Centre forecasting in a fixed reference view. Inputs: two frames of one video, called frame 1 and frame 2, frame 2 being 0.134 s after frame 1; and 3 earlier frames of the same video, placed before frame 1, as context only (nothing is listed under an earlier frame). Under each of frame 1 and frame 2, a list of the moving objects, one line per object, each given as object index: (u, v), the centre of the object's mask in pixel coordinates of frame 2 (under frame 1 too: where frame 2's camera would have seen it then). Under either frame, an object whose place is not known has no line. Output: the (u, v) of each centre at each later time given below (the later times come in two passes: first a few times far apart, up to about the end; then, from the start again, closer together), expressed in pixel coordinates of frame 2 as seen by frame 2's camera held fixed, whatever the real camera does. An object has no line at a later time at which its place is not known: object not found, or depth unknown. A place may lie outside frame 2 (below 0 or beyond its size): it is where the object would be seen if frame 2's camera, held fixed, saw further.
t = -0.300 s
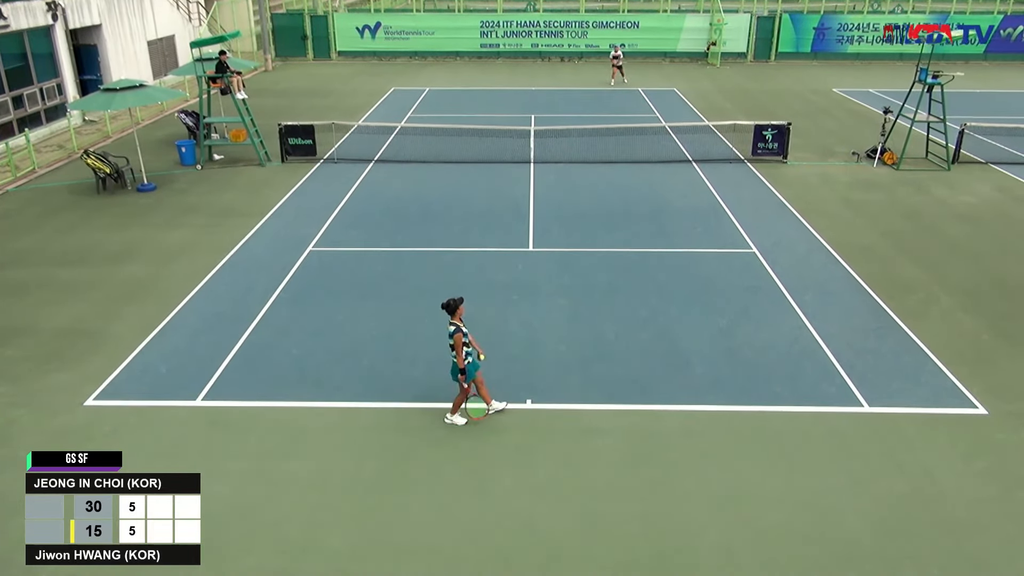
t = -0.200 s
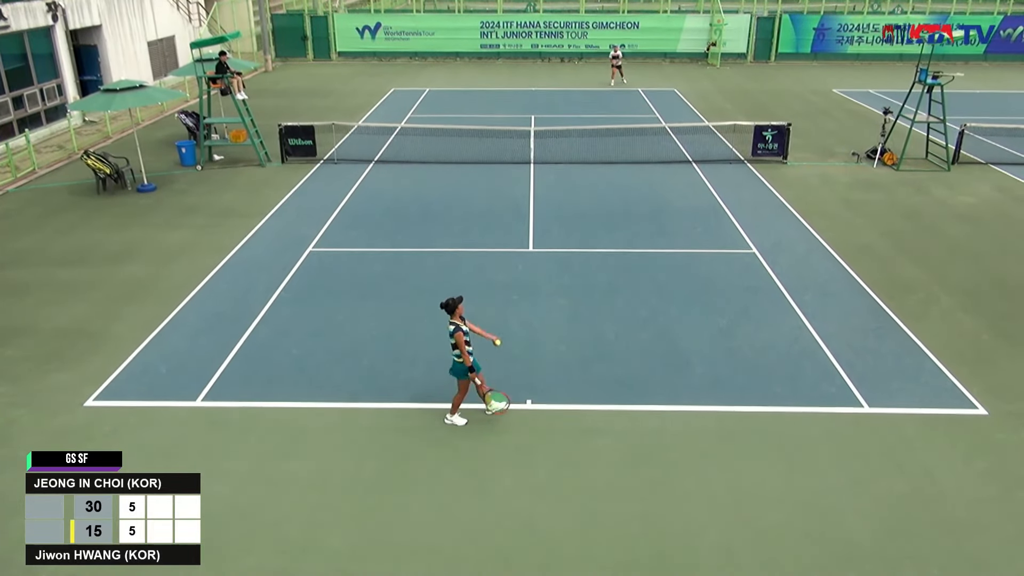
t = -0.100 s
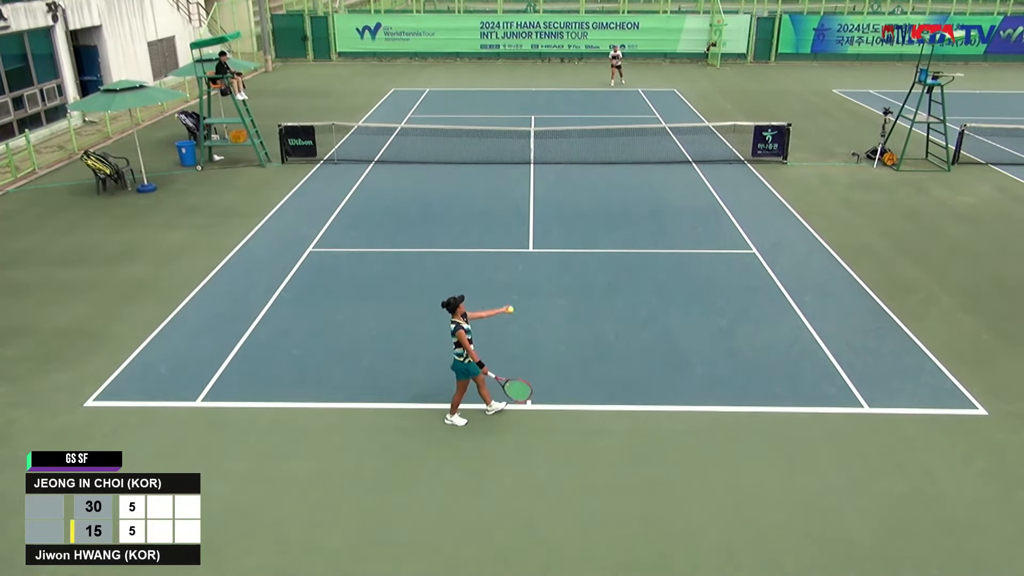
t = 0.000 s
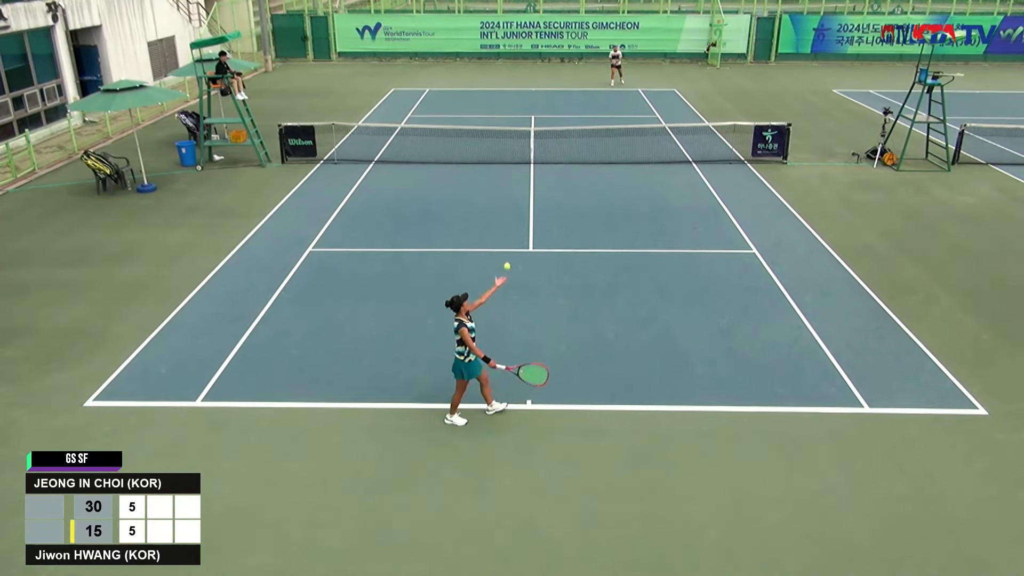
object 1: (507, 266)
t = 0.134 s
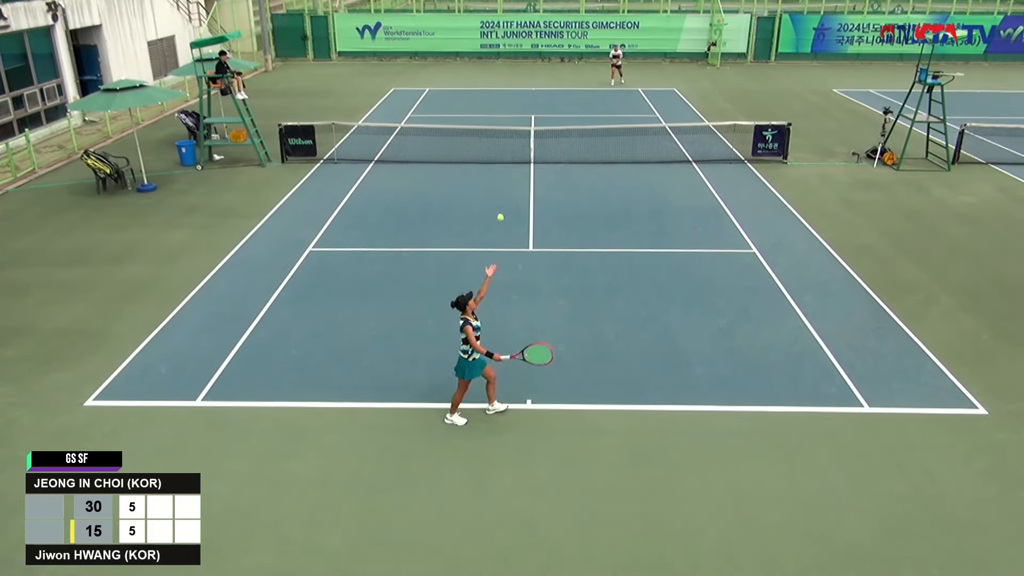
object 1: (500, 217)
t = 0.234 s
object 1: (495, 190)
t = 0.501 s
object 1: (482, 159)
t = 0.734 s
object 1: (472, 181)
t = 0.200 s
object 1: (497, 198)
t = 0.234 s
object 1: (495, 190)
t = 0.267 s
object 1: (493, 183)
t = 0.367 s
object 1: (489, 167)
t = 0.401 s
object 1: (487, 163)
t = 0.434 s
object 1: (485, 161)
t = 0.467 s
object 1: (484, 160)
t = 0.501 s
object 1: (482, 159)
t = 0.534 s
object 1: (481, 159)
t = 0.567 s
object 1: (479, 161)
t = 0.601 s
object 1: (478, 163)
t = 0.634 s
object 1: (477, 166)
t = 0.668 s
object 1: (475, 170)
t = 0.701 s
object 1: (473, 175)
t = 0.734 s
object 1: (472, 181)
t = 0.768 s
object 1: (471, 188)
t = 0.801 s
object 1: (470, 195)
